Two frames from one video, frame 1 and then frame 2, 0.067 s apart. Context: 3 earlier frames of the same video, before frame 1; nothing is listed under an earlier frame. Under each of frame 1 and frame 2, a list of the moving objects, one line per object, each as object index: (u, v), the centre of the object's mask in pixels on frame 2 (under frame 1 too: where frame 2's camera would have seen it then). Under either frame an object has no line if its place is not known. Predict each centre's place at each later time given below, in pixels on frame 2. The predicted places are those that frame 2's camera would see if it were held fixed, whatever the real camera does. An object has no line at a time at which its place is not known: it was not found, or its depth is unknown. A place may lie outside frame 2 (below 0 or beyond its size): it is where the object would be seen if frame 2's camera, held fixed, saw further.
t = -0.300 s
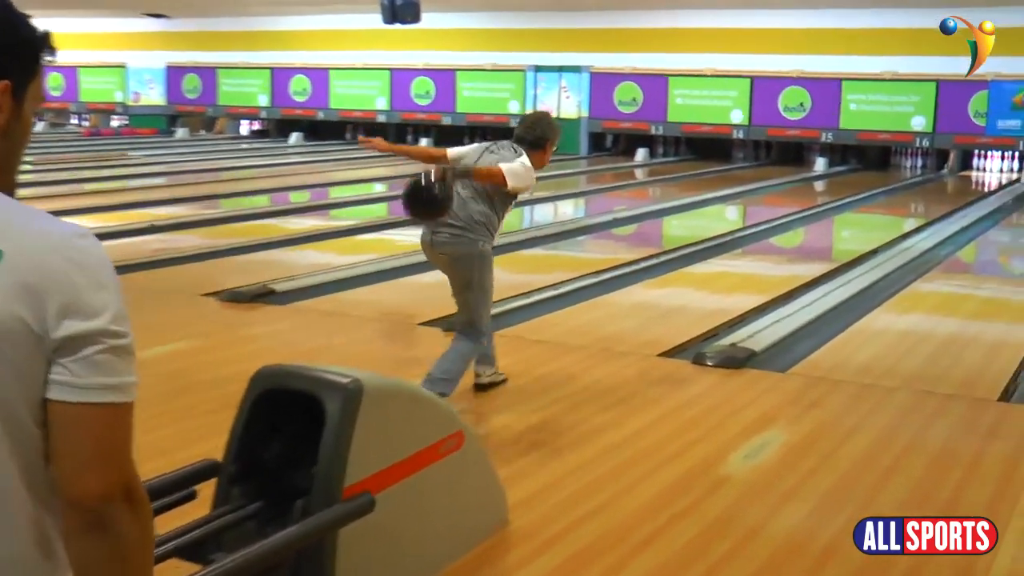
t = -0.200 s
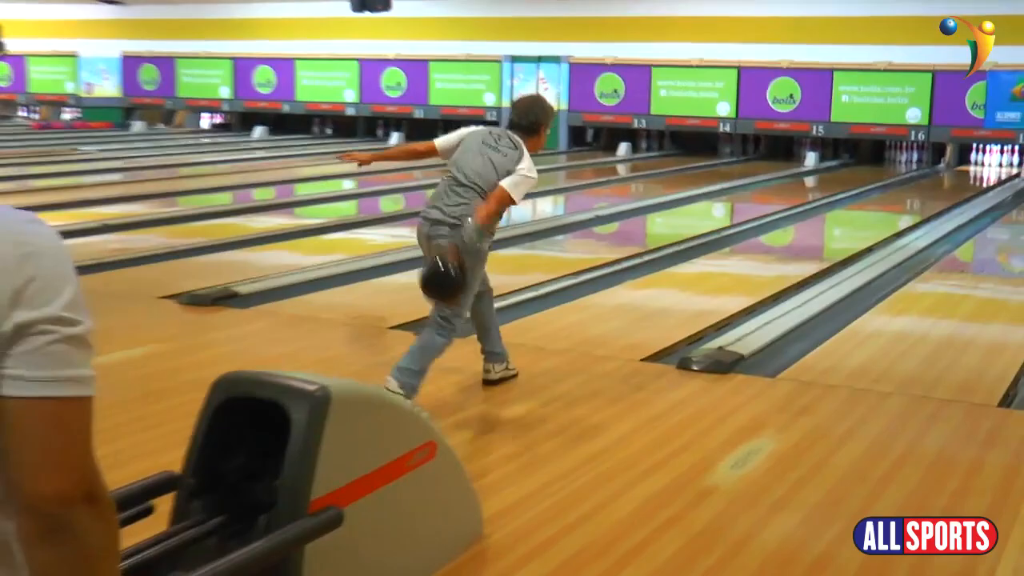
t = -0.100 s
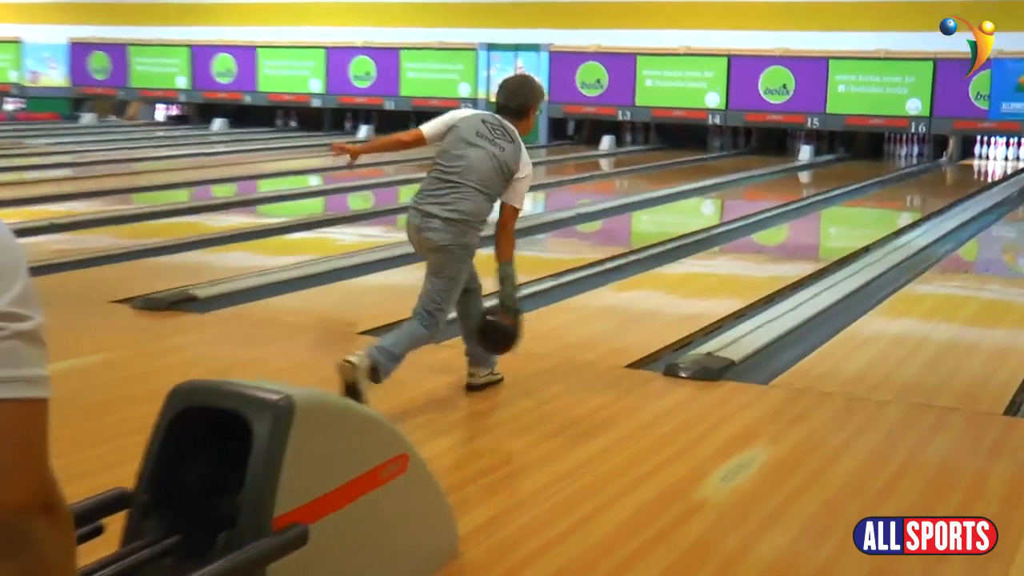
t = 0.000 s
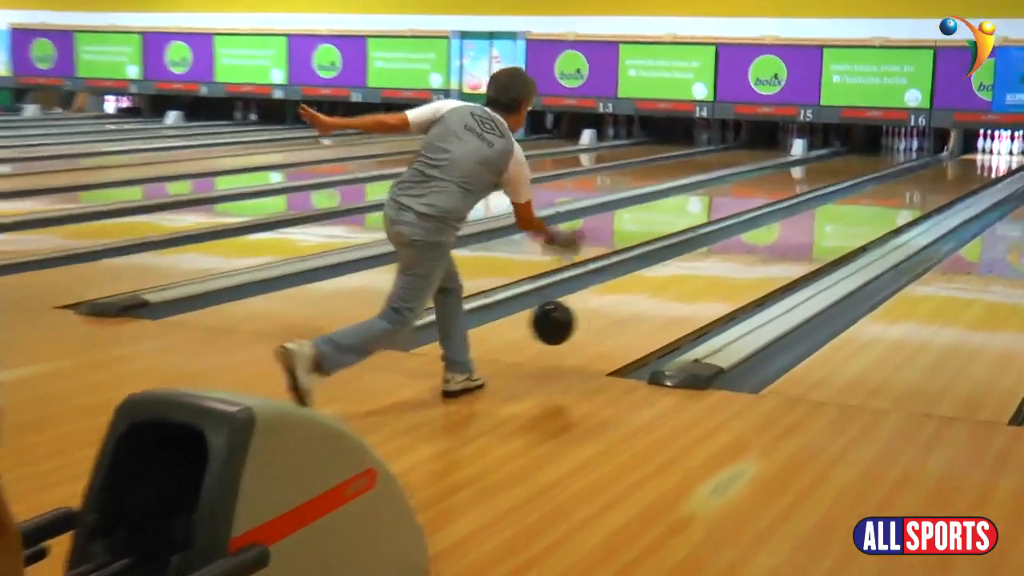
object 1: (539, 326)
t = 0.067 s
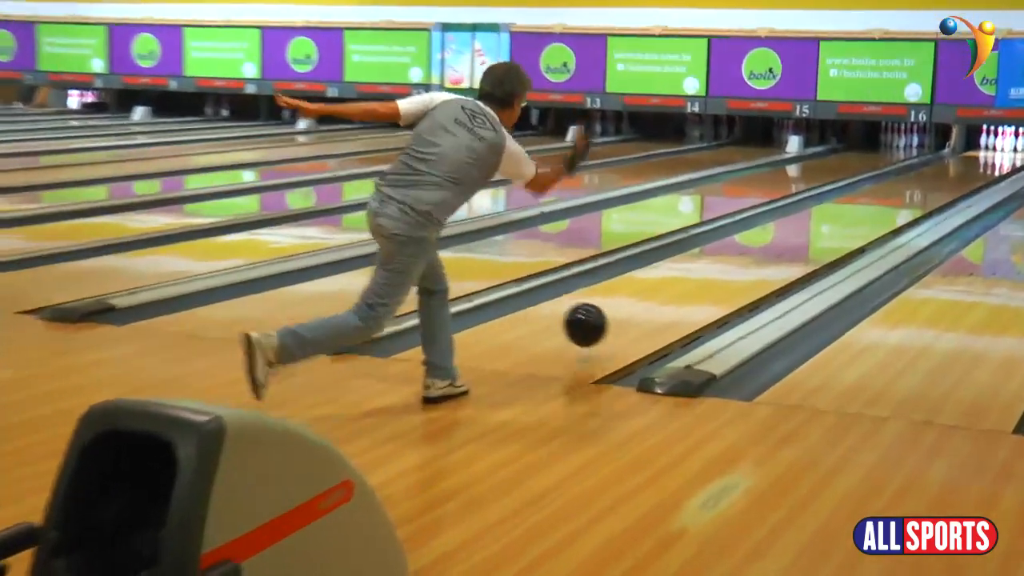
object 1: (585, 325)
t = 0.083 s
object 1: (596, 325)
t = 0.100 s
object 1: (606, 327)
